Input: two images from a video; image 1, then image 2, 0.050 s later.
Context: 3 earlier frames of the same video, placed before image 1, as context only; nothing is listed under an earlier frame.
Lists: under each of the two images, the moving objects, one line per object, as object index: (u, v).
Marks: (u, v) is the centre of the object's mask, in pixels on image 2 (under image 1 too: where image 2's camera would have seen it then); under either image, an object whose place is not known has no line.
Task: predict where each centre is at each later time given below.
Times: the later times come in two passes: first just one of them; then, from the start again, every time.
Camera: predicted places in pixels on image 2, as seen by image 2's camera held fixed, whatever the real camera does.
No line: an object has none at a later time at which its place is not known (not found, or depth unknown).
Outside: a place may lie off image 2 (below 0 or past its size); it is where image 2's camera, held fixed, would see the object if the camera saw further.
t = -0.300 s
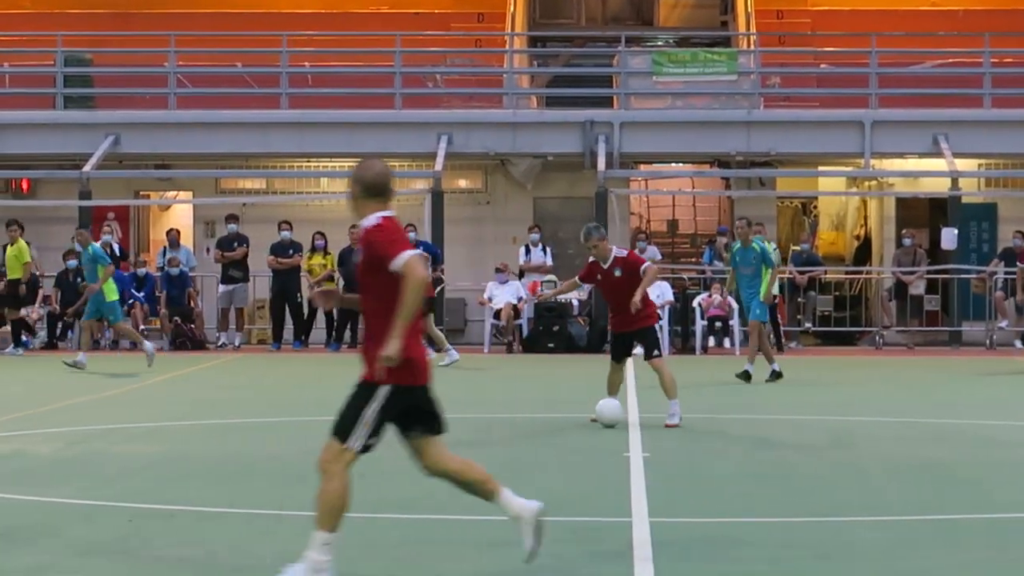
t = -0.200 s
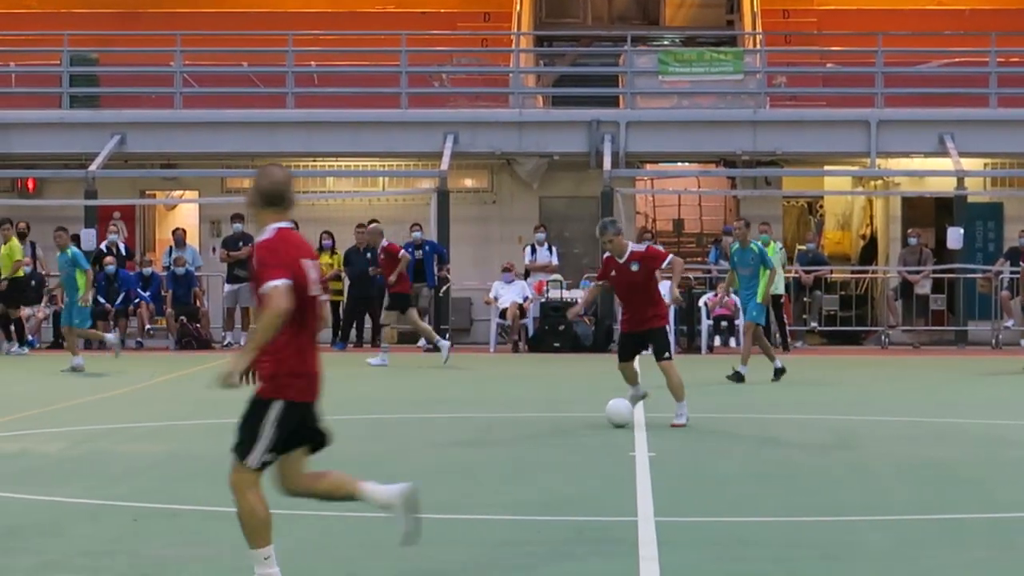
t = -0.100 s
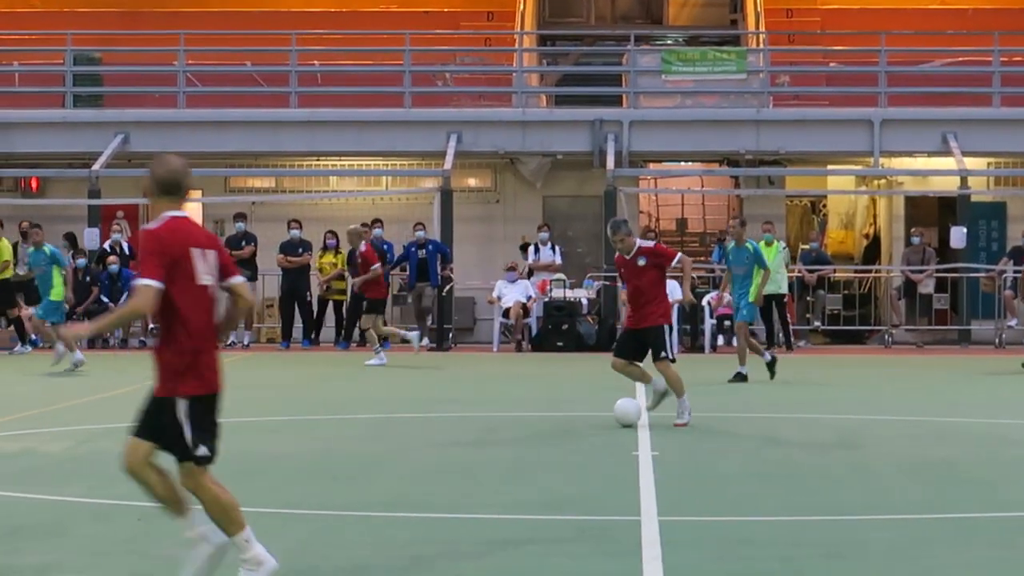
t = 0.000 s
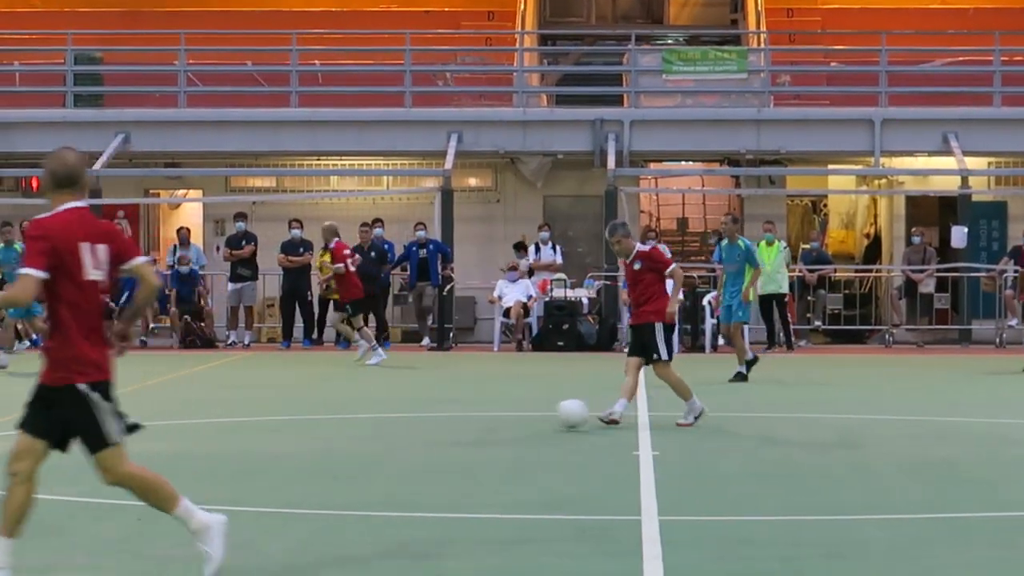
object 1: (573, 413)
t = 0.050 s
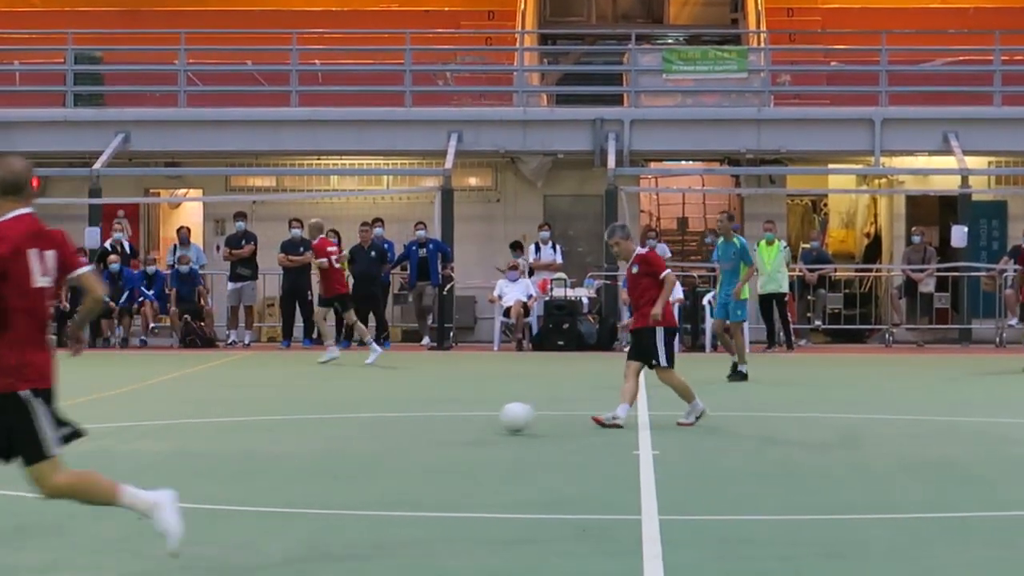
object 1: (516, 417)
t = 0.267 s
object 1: (272, 432)
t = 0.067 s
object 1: (497, 419)
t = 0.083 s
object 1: (478, 421)
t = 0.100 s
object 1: (460, 421)
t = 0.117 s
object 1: (441, 422)
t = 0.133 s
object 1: (423, 423)
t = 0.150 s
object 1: (404, 425)
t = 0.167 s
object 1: (385, 426)
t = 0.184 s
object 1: (367, 426)
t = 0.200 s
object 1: (348, 427)
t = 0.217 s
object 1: (329, 428)
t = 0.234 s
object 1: (309, 429)
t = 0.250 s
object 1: (290, 430)
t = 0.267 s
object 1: (272, 432)
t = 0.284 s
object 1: (253, 433)
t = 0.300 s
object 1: (234, 433)
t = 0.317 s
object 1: (216, 435)
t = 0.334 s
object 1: (197, 436)
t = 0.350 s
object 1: (177, 437)
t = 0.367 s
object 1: (157, 439)
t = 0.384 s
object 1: (140, 440)
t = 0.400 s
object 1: (119, 441)
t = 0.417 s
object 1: (102, 441)
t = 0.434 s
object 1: (86, 442)
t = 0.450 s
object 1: (67, 443)
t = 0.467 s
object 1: (44, 444)
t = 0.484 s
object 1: (22, 445)
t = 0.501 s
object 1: (-1, 446)
